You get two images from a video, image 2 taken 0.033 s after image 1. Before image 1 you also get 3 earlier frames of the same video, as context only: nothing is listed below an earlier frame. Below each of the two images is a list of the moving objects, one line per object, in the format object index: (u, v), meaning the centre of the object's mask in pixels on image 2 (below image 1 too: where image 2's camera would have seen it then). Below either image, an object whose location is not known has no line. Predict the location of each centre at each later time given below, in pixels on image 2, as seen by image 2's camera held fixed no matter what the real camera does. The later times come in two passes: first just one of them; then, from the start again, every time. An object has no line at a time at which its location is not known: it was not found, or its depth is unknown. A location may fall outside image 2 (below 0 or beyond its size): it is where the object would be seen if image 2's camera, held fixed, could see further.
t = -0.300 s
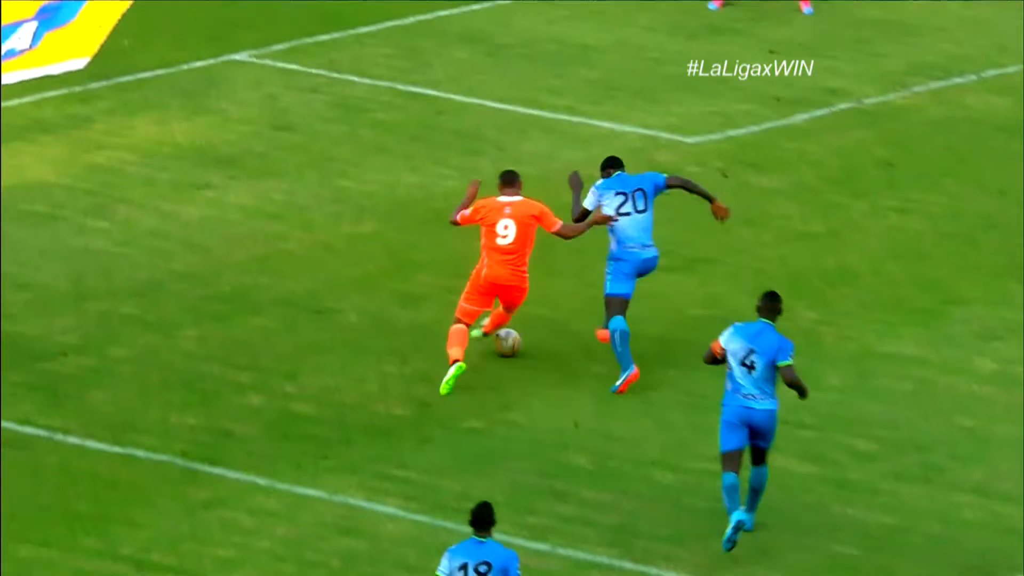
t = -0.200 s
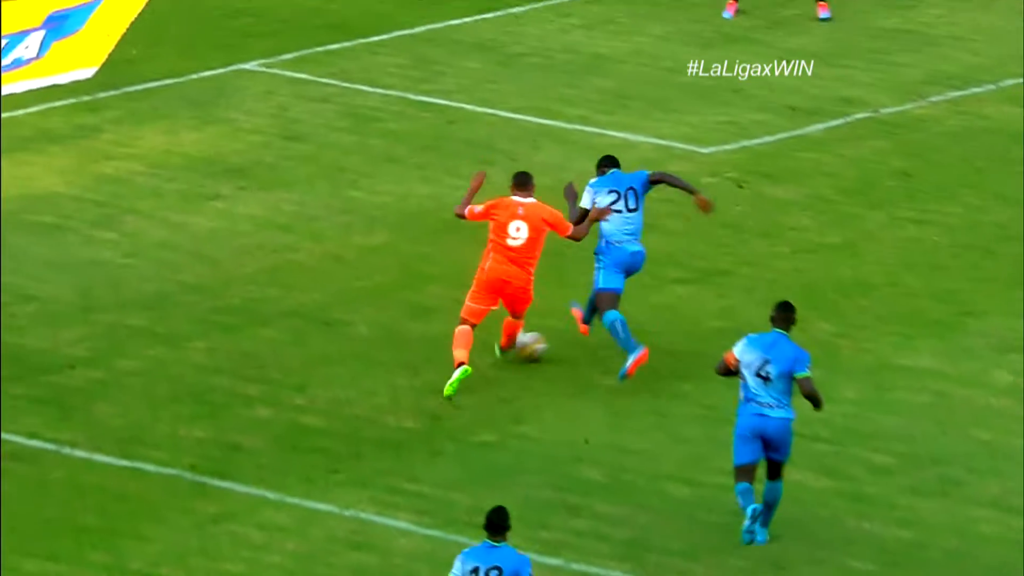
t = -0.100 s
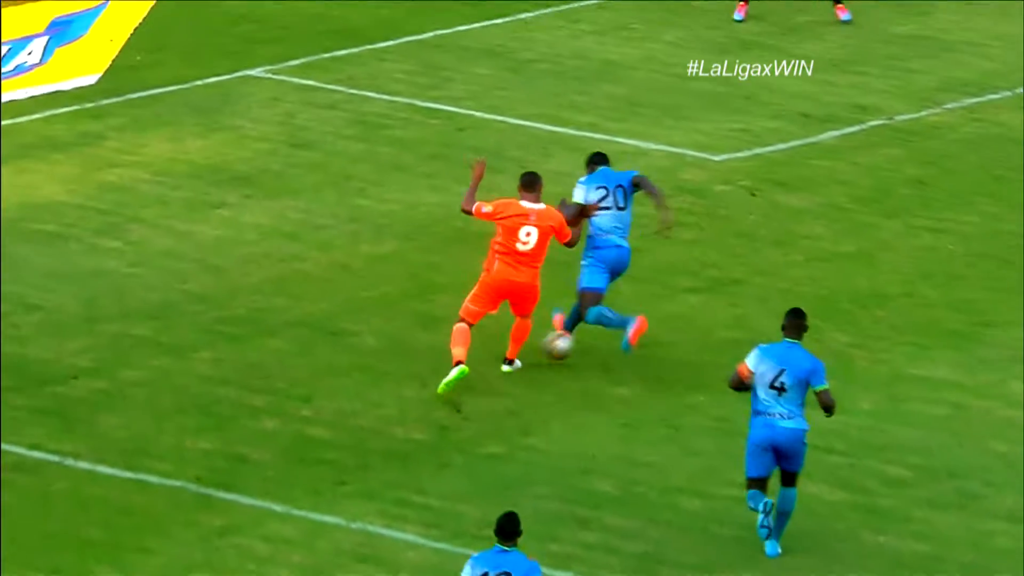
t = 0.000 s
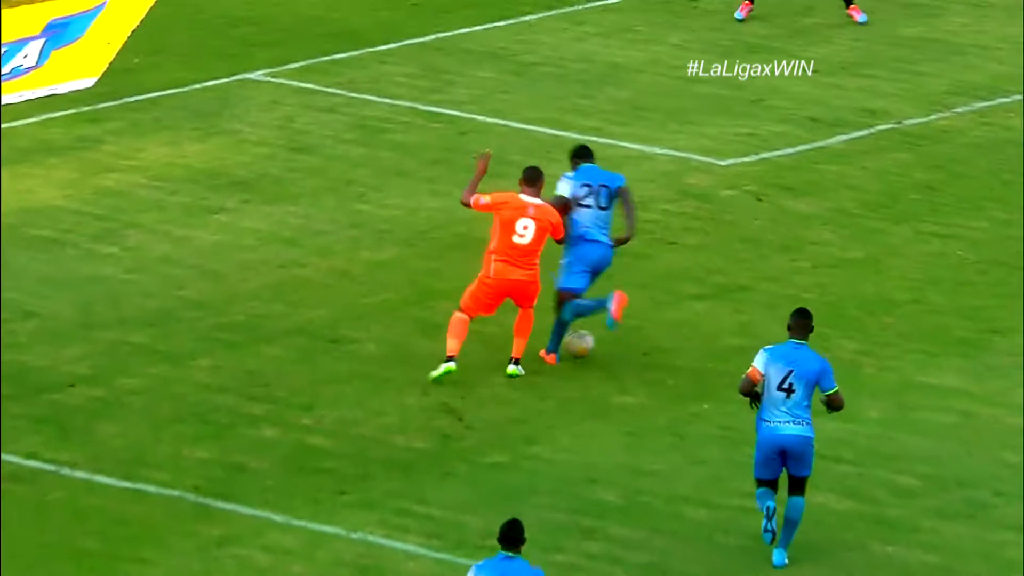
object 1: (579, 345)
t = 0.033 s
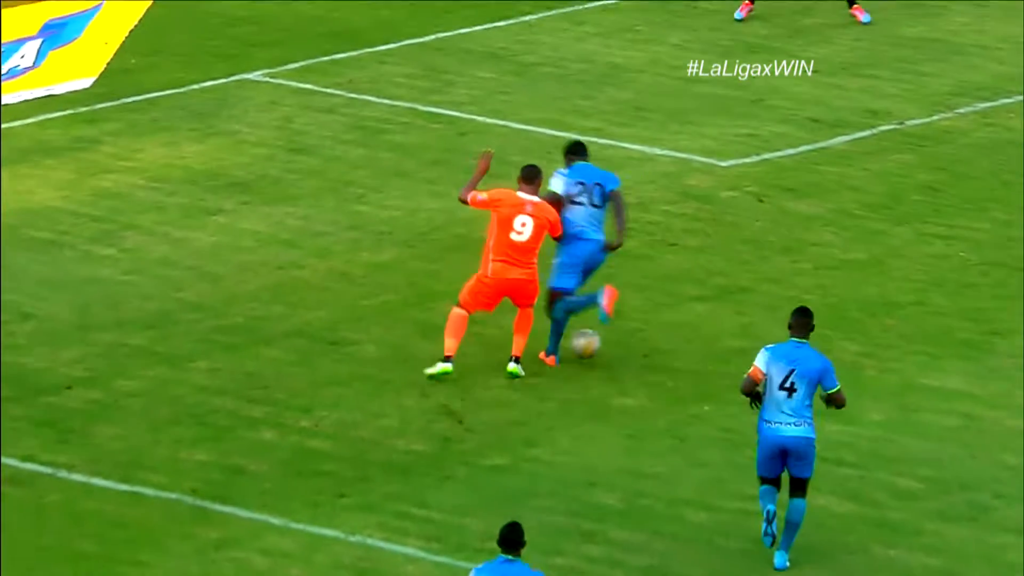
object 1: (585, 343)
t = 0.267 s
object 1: (630, 341)
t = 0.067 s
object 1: (590, 341)
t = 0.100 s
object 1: (603, 339)
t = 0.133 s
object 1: (608, 339)
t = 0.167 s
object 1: (613, 339)
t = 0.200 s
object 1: (619, 339)
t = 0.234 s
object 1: (624, 339)
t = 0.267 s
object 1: (630, 341)
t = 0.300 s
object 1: (636, 342)
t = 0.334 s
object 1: (641, 341)
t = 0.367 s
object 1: (647, 338)
